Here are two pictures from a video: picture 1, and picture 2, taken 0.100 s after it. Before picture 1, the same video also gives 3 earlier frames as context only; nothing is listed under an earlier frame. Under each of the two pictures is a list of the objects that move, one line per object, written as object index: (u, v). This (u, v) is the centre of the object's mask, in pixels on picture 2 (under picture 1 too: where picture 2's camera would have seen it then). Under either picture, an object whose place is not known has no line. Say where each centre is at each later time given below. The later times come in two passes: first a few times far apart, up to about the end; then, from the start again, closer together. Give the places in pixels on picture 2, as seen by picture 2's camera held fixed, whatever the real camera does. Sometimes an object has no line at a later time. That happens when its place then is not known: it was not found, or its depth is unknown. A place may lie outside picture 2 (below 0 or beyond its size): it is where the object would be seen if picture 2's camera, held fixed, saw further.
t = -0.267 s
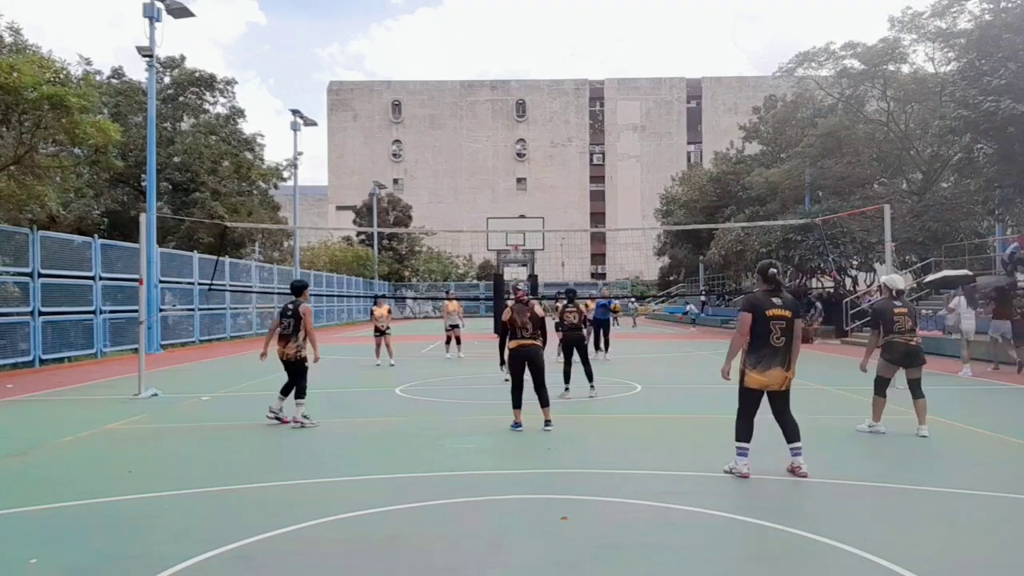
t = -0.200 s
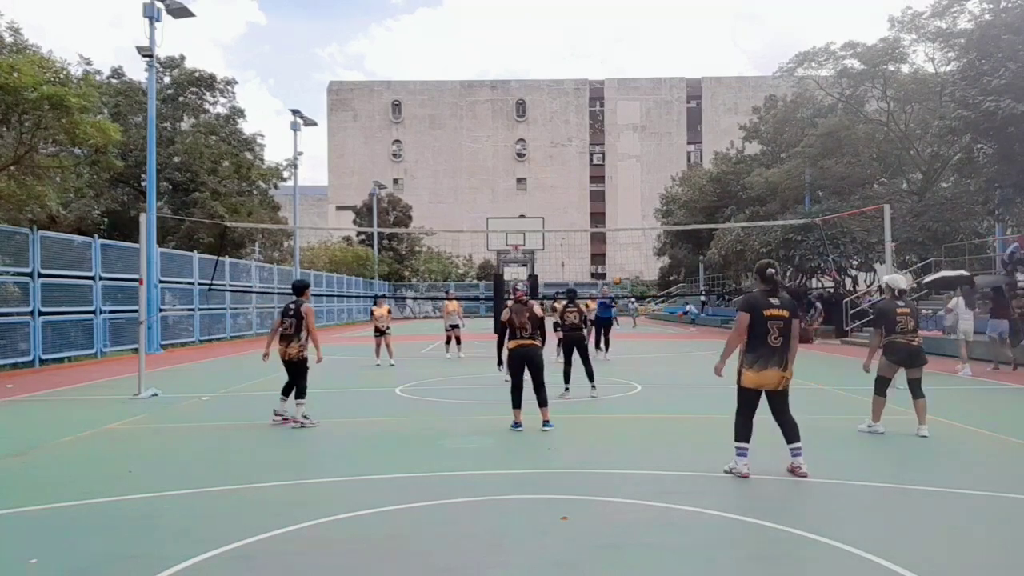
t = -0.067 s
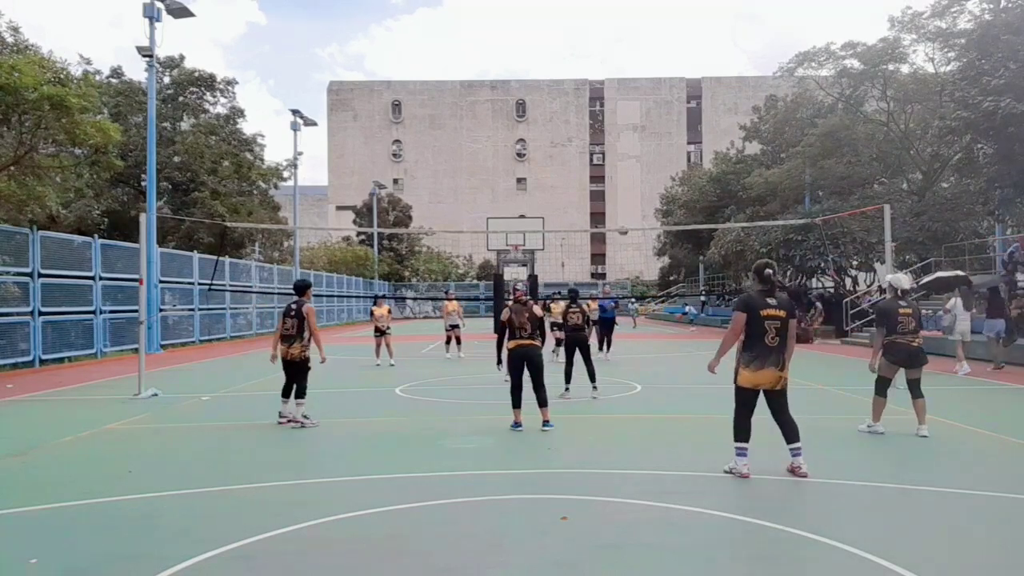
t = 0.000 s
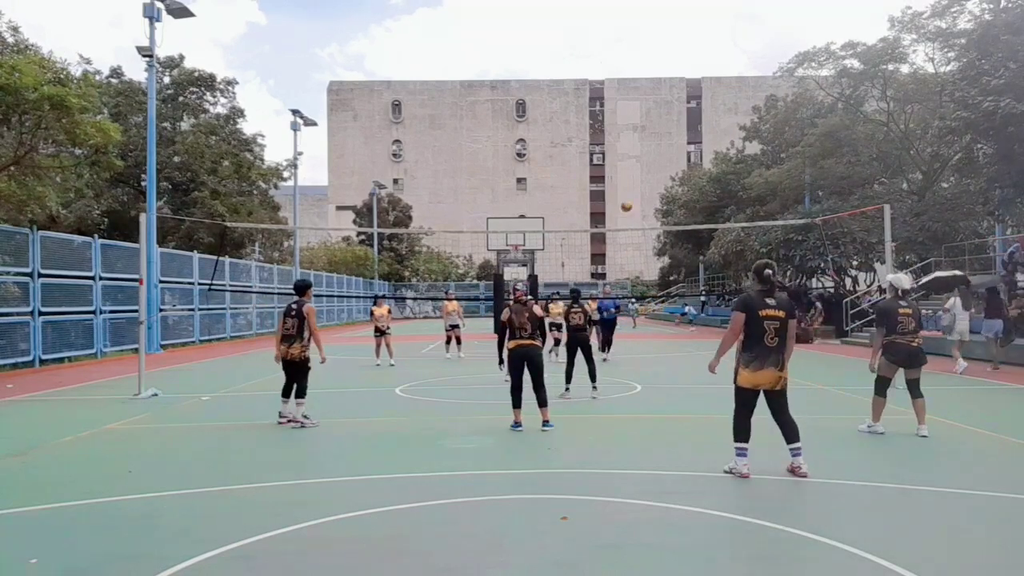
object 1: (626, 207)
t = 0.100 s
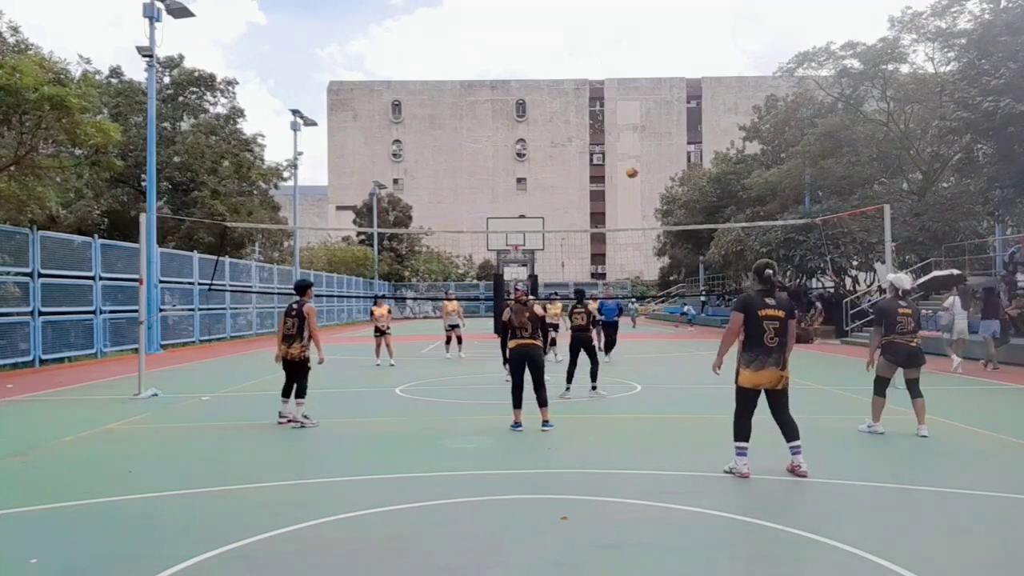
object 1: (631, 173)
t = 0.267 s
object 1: (643, 121)
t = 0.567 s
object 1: (674, 49)
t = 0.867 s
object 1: (724, 27)
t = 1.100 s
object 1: (785, 68)
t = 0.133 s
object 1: (633, 161)
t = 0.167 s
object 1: (636, 151)
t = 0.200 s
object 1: (638, 141)
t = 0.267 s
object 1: (643, 121)
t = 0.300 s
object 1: (646, 111)
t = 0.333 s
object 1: (649, 101)
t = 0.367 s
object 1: (652, 93)
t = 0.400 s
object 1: (656, 86)
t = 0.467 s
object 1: (662, 68)
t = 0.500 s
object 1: (666, 61)
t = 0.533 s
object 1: (670, 55)
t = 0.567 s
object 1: (674, 49)
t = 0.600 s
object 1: (678, 44)
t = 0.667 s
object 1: (688, 35)
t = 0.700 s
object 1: (693, 31)
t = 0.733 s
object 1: (698, 29)
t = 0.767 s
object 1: (704, 27)
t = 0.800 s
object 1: (710, 26)
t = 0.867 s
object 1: (724, 27)
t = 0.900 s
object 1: (731, 28)
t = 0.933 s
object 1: (739, 31)
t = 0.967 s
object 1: (747, 36)
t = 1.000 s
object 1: (756, 41)
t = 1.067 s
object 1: (775, 57)
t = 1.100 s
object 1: (785, 68)
